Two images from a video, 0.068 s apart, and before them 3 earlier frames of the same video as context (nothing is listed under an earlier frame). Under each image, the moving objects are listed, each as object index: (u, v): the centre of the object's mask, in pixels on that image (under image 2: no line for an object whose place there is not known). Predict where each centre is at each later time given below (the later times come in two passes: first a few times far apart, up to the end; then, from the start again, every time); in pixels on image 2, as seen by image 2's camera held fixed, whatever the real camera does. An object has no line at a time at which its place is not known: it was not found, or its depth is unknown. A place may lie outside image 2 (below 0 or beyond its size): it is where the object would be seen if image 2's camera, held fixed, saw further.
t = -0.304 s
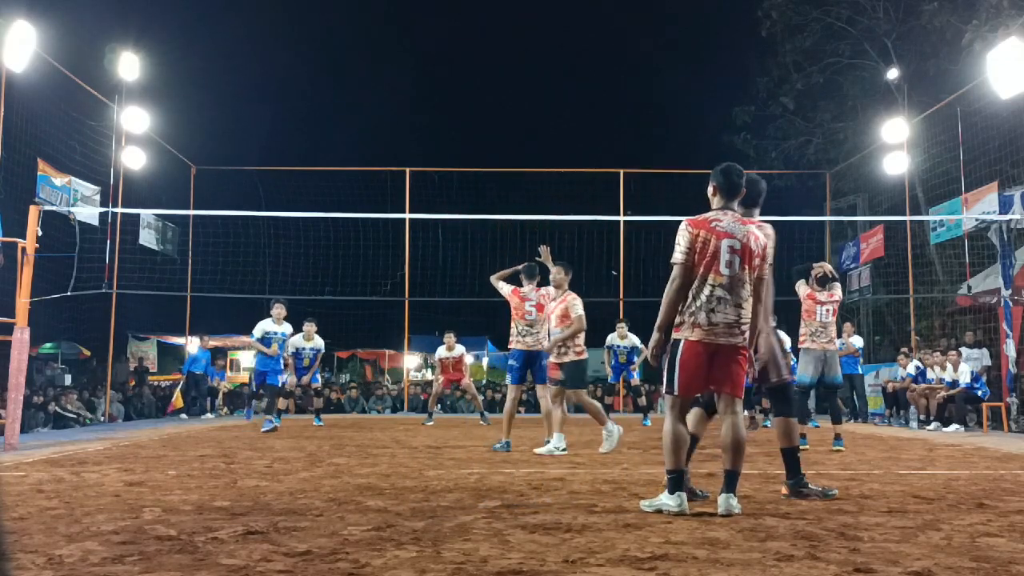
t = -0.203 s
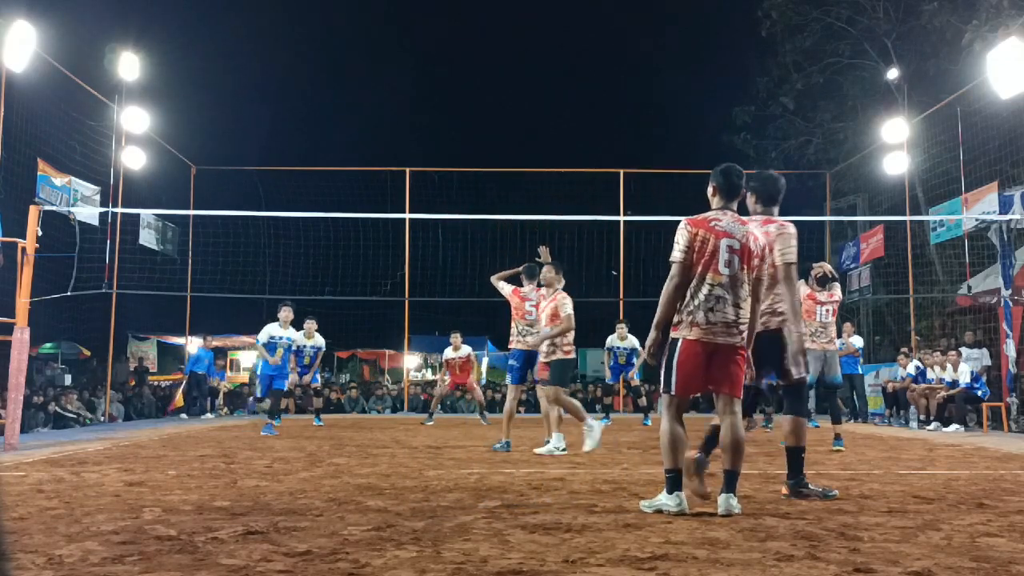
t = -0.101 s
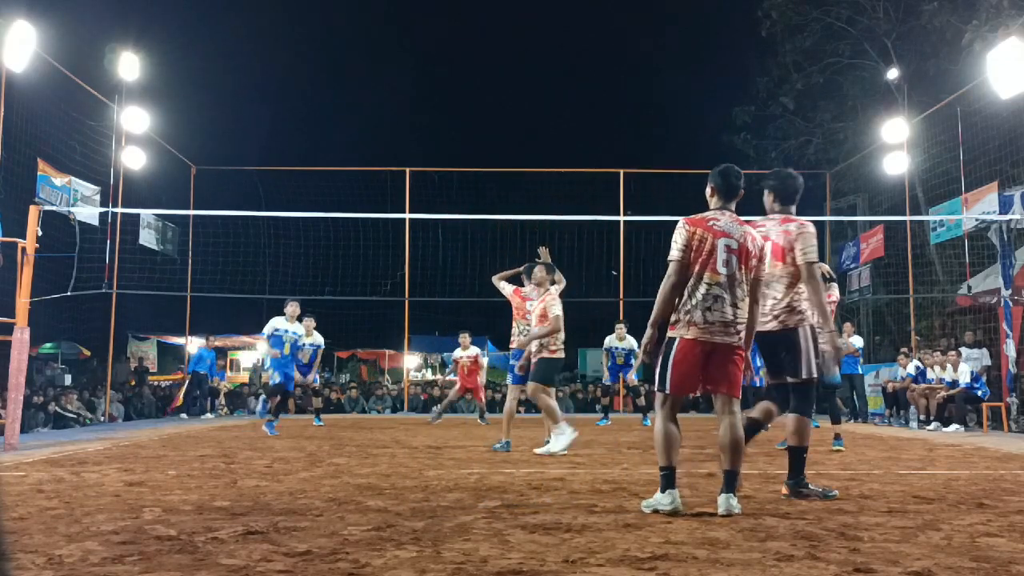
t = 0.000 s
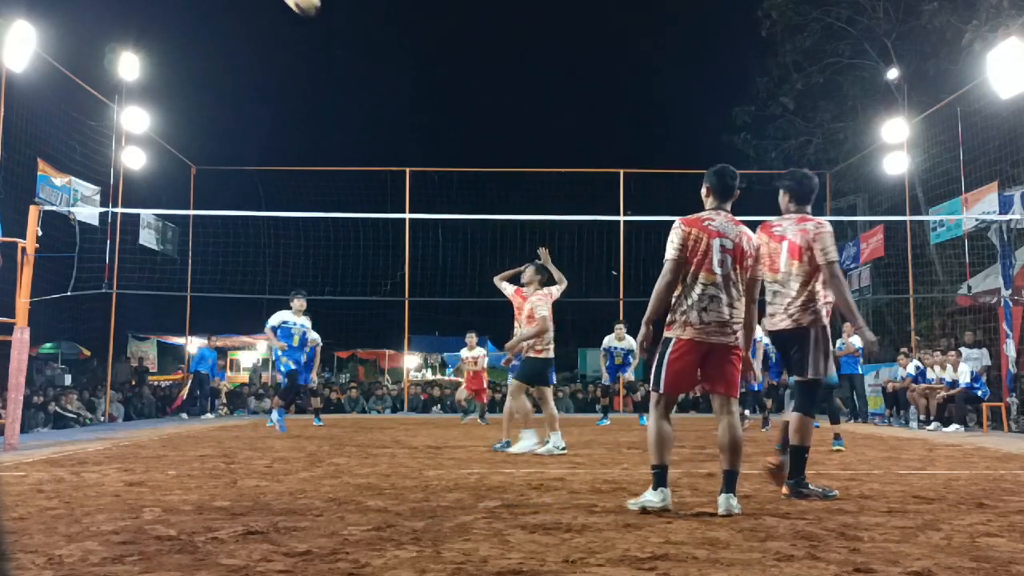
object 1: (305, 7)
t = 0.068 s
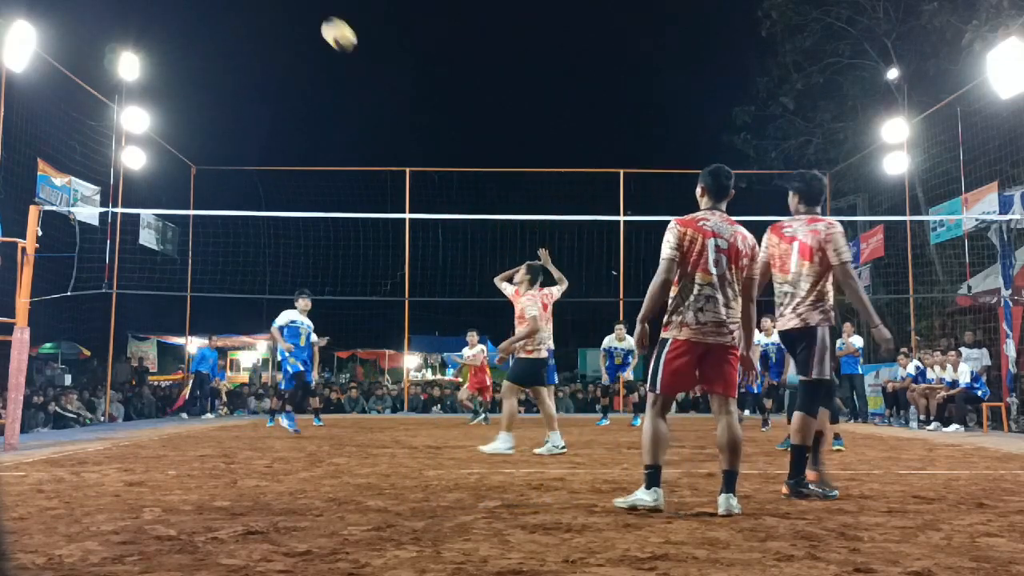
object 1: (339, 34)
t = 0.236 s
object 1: (411, 123)
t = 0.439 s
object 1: (469, 231)
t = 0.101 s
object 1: (356, 53)
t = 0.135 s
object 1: (371, 71)
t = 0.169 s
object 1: (385, 88)
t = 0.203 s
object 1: (399, 106)
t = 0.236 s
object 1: (411, 123)
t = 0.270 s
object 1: (422, 141)
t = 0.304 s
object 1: (433, 159)
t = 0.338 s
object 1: (443, 177)
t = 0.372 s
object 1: (452, 195)
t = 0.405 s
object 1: (461, 213)
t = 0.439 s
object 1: (469, 231)
